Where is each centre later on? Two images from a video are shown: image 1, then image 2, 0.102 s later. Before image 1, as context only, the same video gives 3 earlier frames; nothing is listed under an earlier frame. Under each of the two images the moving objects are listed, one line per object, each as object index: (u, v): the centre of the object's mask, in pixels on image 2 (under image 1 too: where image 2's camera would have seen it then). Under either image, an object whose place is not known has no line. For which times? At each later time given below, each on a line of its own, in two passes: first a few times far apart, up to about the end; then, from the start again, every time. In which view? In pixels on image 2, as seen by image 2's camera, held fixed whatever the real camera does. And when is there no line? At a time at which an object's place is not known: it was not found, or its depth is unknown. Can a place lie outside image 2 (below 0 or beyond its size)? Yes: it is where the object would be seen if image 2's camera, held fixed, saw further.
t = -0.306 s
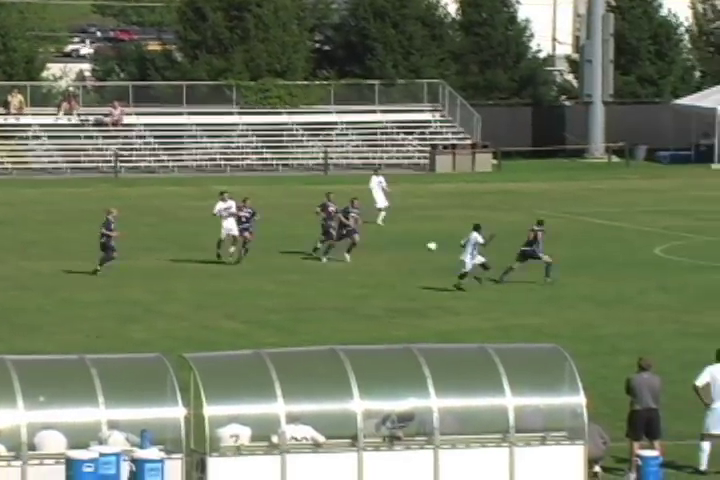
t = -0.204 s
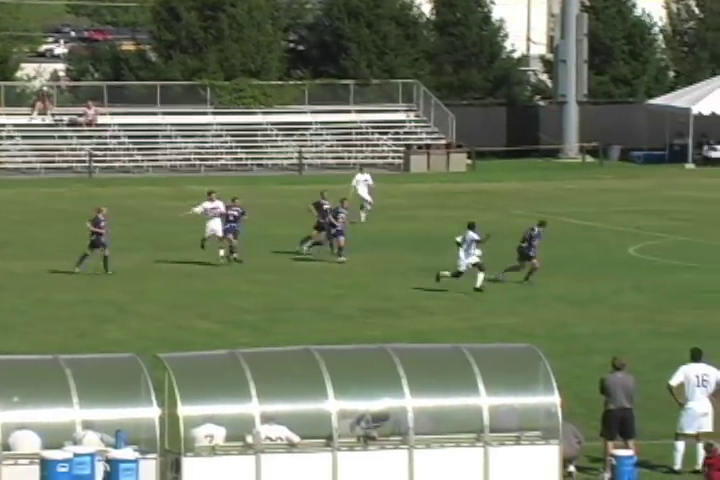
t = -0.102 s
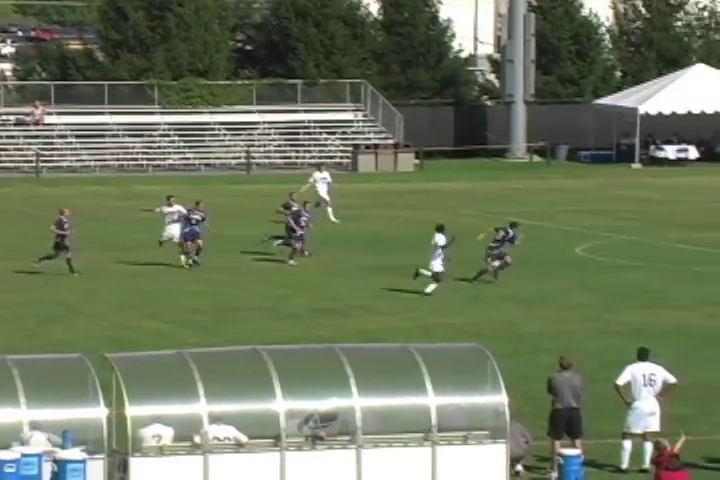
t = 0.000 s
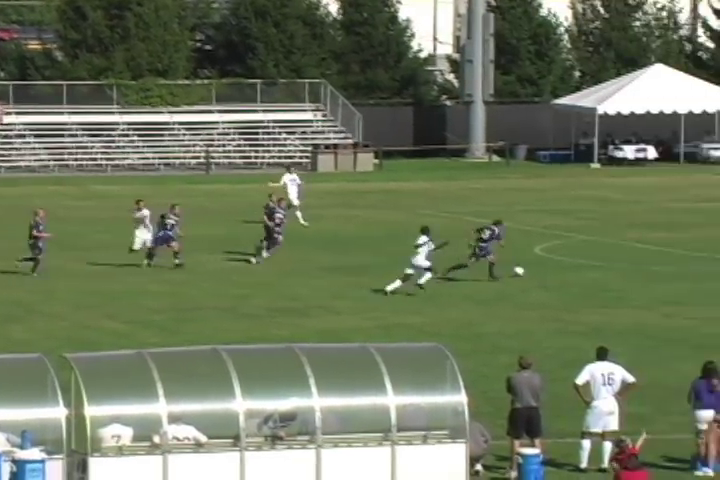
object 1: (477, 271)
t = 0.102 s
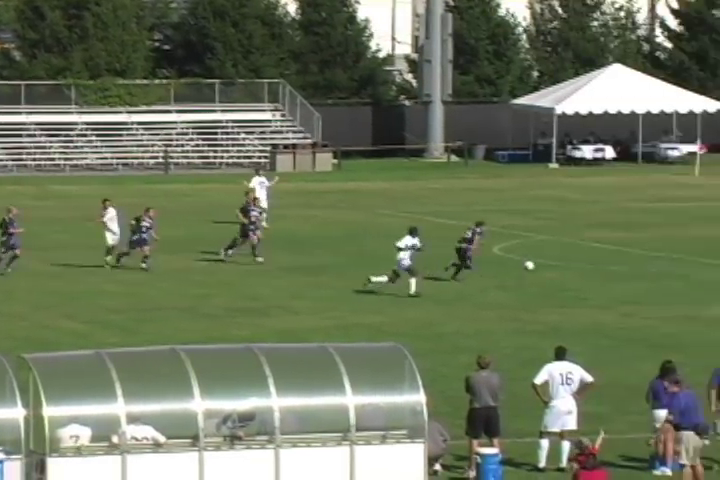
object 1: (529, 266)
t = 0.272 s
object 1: (615, 267)
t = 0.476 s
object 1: (714, 277)
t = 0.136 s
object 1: (546, 265)
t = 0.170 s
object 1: (564, 264)
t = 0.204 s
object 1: (581, 265)
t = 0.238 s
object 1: (598, 266)
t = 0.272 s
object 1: (615, 267)
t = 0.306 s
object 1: (633, 270)
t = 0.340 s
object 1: (650, 272)
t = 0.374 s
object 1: (667, 274)
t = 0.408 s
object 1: (684, 278)
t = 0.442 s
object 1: (699, 280)
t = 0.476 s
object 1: (714, 277)
